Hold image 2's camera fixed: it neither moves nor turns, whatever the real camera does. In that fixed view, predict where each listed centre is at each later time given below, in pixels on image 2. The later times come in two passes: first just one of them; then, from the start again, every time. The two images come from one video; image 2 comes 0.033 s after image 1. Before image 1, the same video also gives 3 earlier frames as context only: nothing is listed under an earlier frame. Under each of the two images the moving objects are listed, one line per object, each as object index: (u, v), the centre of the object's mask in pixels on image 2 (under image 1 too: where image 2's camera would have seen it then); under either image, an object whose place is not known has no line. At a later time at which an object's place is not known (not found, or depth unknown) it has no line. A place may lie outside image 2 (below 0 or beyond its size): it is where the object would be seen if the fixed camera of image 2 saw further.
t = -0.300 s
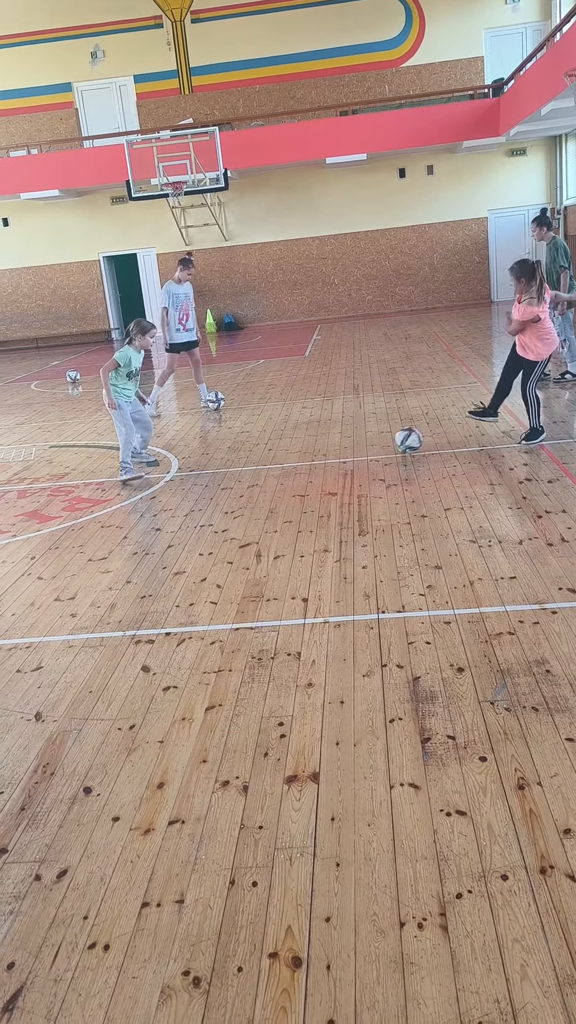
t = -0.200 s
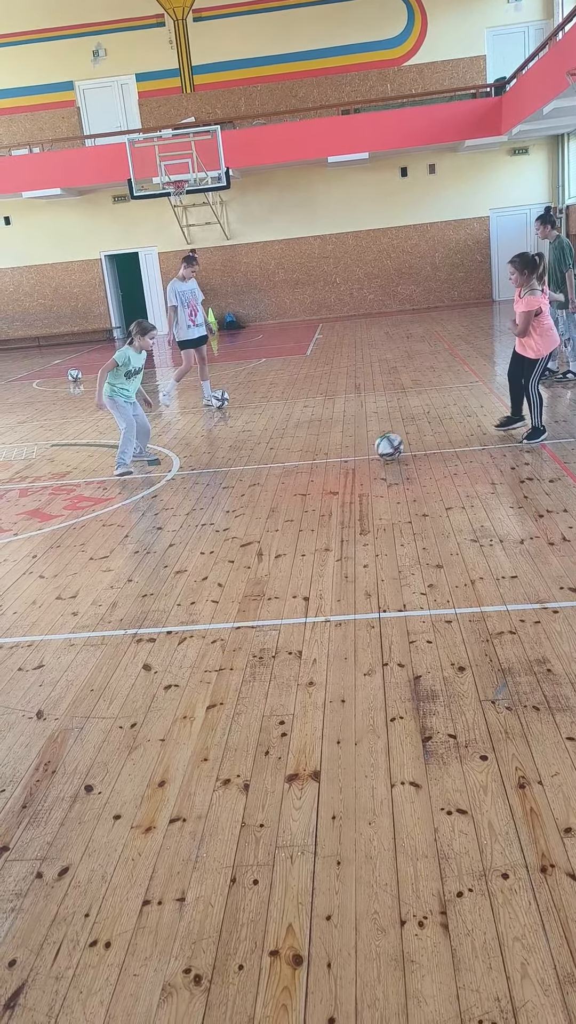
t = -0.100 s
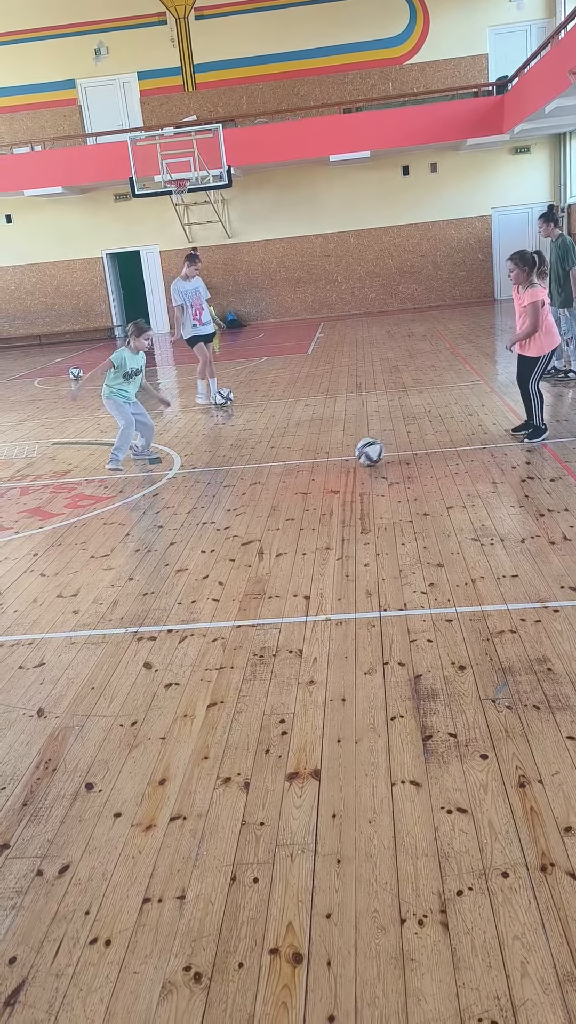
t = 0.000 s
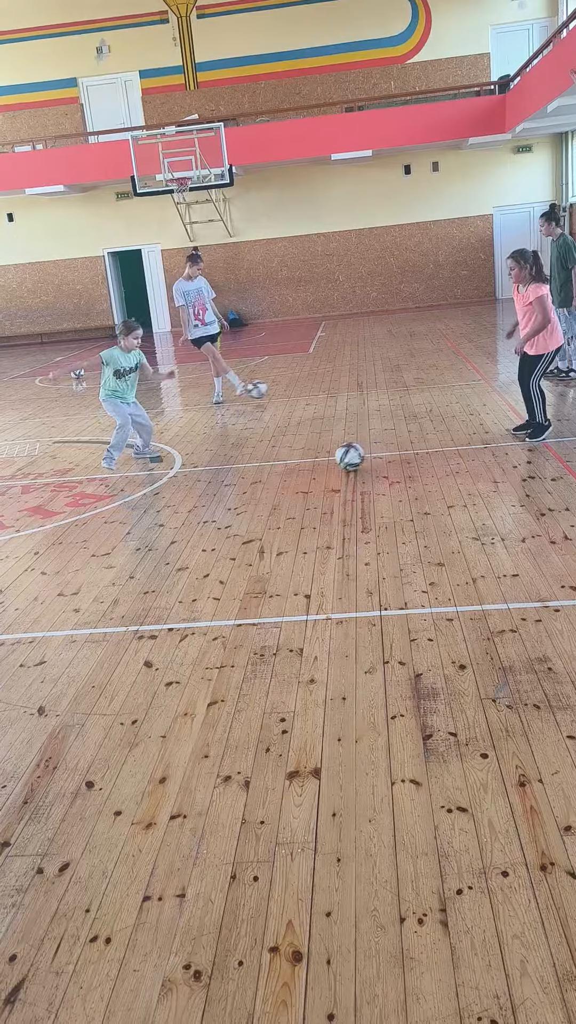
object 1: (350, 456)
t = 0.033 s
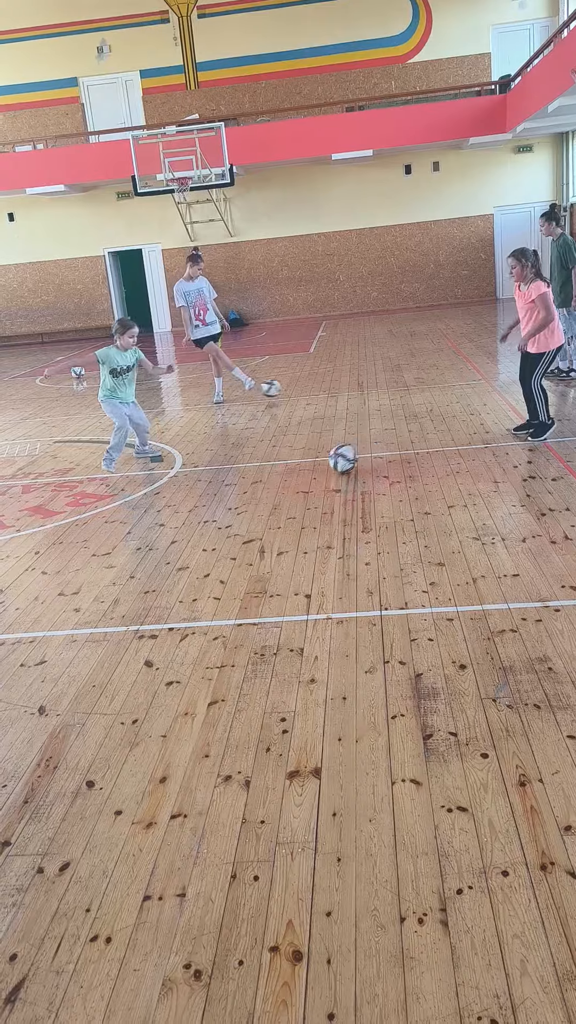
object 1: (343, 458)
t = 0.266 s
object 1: (292, 474)
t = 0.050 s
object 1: (340, 460)
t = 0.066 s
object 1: (336, 461)
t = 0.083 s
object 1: (333, 462)
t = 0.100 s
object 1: (329, 463)
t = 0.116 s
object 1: (325, 464)
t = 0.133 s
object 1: (322, 465)
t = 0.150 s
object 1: (318, 466)
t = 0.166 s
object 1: (314, 467)
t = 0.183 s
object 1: (310, 469)
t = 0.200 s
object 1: (307, 470)
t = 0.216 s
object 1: (303, 471)
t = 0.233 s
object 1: (299, 472)
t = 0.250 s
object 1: (295, 473)
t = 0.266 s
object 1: (292, 474)
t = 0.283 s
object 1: (288, 475)
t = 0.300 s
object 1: (284, 476)
